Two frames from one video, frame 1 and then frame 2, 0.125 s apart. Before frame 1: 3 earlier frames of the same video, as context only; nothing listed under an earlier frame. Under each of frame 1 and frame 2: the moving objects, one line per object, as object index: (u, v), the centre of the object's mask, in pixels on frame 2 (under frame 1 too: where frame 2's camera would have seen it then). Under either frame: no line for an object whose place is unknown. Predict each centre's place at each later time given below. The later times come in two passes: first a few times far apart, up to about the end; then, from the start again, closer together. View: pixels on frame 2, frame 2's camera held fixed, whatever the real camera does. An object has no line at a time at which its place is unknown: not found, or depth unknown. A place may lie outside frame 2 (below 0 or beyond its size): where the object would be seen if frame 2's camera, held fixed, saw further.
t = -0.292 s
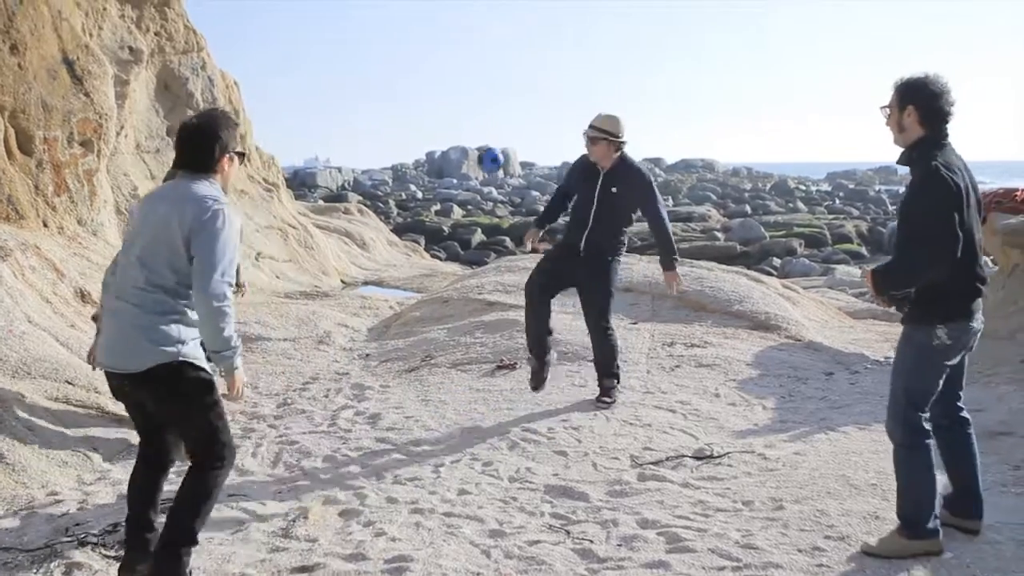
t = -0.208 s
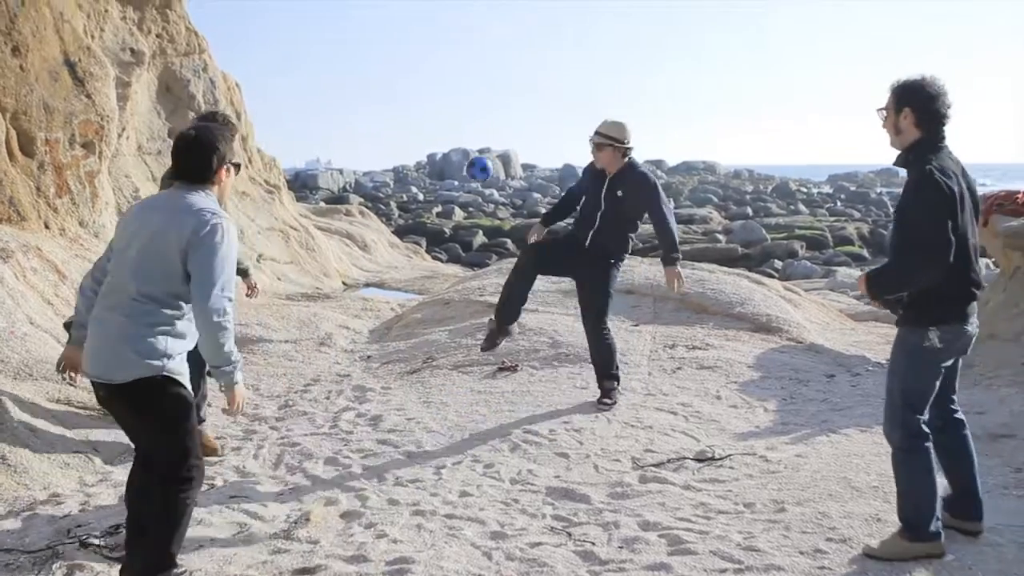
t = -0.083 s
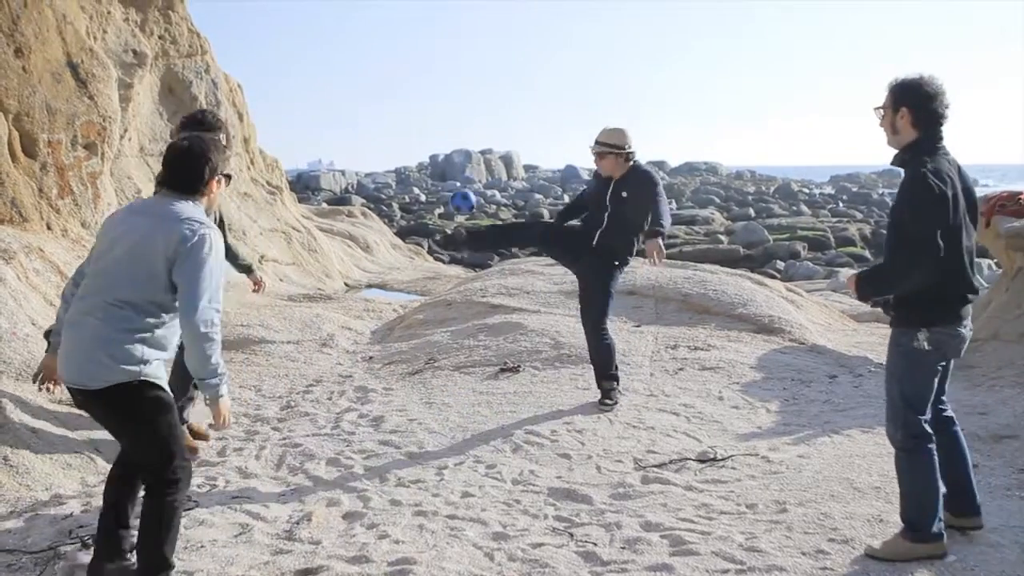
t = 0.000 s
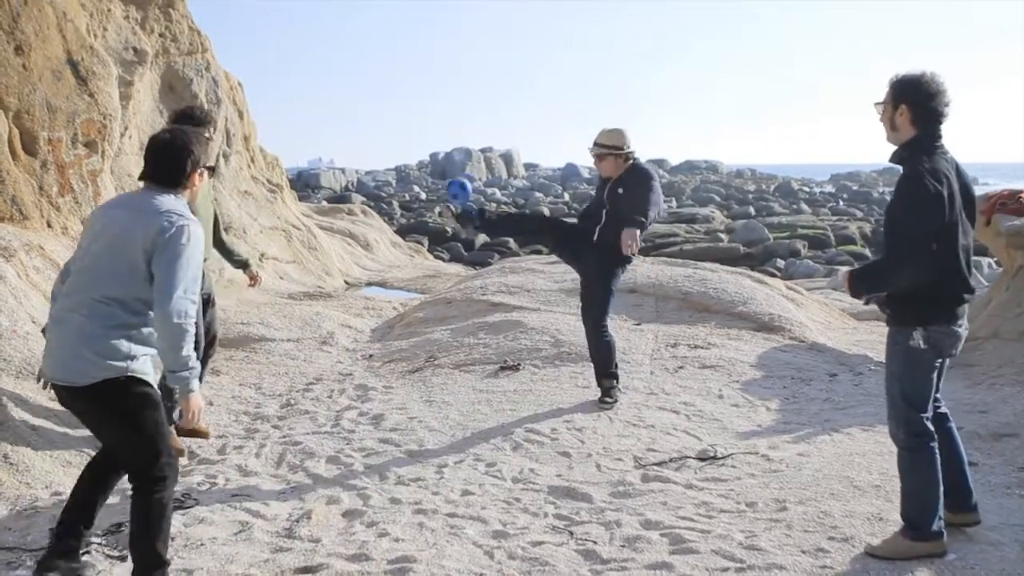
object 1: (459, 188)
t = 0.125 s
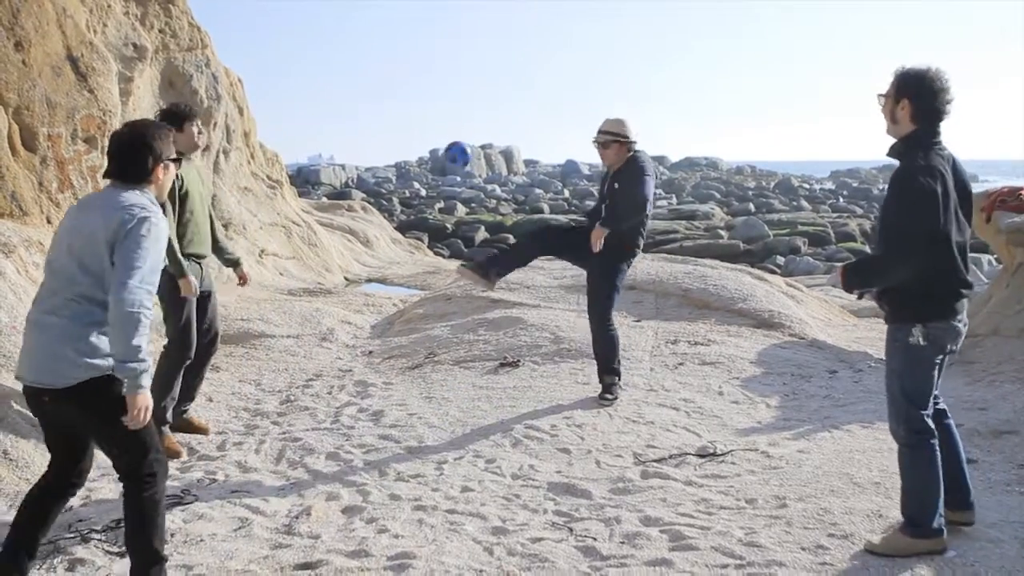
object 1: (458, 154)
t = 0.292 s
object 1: (460, 155)
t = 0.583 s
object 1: (464, 321)
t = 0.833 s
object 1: (466, 498)
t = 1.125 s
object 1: (524, 424)
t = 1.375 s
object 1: (582, 550)
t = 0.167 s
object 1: (458, 149)
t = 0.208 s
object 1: (458, 149)
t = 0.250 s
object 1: (459, 151)
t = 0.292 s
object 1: (460, 155)
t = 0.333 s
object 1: (461, 165)
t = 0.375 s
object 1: (461, 180)
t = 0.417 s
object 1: (462, 199)
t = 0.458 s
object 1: (463, 223)
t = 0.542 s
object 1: (464, 283)
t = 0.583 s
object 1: (464, 321)
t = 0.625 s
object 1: (462, 366)
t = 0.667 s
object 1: (459, 413)
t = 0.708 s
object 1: (457, 469)
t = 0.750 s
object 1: (454, 528)
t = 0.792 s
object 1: (458, 526)
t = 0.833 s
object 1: (466, 498)
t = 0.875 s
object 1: (474, 476)
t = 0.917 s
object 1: (482, 457)
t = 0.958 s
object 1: (489, 443)
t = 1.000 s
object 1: (498, 431)
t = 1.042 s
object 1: (507, 424)
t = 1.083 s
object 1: (515, 422)
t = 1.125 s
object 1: (524, 424)
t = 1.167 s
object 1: (534, 432)
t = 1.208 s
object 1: (544, 446)
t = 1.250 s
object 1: (553, 465)
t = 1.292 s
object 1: (563, 490)
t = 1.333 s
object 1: (573, 521)
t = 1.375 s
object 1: (582, 550)
